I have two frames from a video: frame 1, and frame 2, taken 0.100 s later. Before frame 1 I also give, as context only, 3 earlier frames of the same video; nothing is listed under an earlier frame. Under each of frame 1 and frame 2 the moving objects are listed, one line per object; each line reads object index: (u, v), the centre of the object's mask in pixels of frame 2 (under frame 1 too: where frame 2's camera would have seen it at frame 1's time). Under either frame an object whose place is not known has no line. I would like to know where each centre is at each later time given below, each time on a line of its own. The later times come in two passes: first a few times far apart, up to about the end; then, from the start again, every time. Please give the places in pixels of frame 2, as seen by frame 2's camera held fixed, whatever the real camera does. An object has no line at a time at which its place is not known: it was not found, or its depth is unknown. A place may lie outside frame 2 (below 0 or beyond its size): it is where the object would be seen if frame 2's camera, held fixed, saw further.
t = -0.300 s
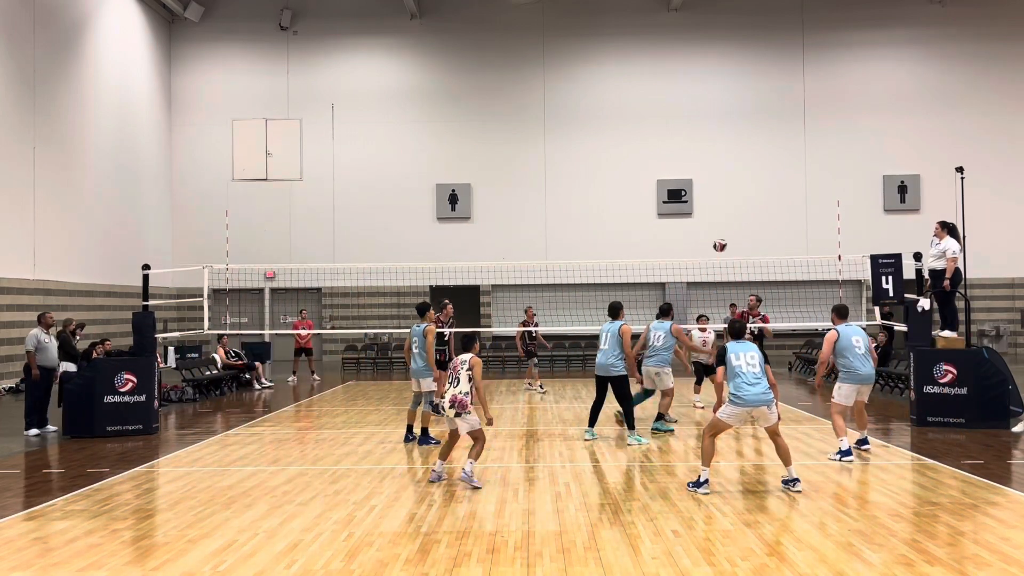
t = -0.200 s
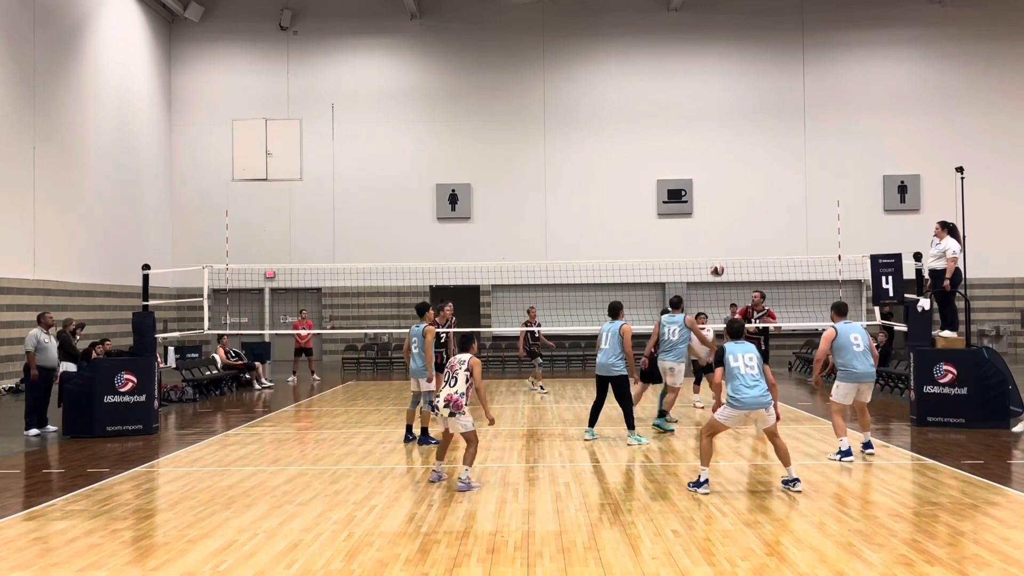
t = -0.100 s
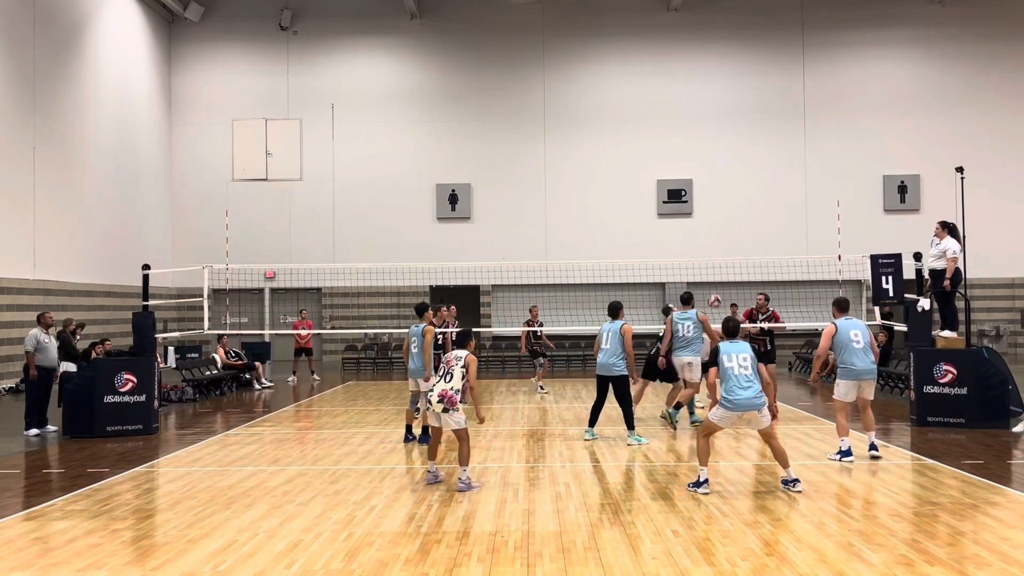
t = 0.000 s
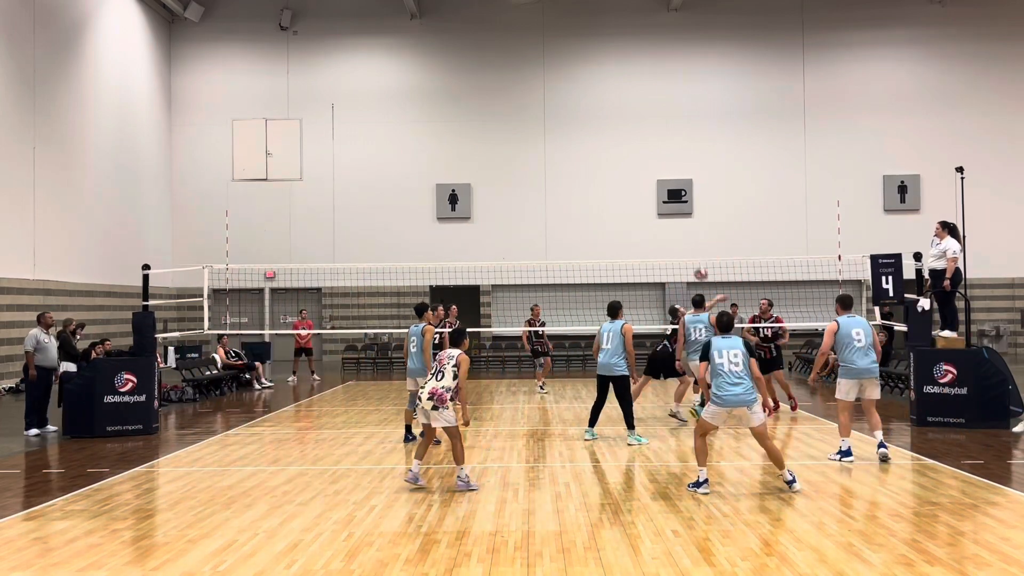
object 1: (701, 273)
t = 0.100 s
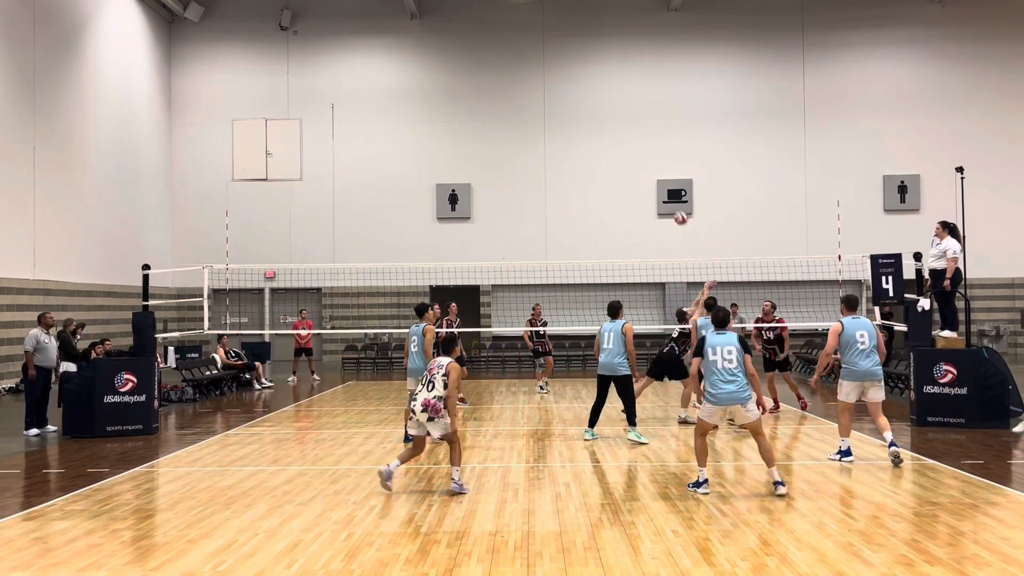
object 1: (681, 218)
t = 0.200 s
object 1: (661, 169)
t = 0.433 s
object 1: (616, 83)
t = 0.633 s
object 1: (576, 36)
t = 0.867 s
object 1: (531, 17)
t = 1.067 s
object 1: (493, 27)
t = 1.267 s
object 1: (457, 65)
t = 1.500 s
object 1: (416, 140)
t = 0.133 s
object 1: (675, 201)
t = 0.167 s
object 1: (668, 185)
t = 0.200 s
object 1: (661, 169)
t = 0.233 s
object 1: (655, 155)
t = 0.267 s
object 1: (648, 141)
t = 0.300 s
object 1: (642, 128)
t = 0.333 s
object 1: (635, 115)
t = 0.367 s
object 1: (628, 104)
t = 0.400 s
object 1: (622, 93)
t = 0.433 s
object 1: (616, 83)
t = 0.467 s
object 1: (609, 73)
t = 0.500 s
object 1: (603, 64)
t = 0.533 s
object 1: (596, 56)
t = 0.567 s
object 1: (589, 48)
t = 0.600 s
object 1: (583, 42)
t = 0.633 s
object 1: (576, 36)
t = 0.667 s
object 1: (570, 32)
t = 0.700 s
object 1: (564, 27)
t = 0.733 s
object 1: (557, 24)
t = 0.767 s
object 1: (551, 21)
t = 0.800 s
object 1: (544, 18)
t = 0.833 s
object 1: (538, 17)
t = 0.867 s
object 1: (531, 17)
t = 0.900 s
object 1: (525, 18)
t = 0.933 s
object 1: (519, 18)
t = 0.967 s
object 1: (513, 19)
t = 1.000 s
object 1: (506, 21)
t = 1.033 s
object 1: (500, 24)
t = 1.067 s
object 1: (493, 27)
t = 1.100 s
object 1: (487, 32)
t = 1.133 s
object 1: (481, 37)
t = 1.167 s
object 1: (475, 43)
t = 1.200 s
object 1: (469, 50)
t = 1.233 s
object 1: (463, 57)
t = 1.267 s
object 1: (457, 65)
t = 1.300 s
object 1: (451, 74)
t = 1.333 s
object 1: (445, 83)
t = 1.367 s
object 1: (439, 94)
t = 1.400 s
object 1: (433, 104)
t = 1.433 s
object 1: (427, 116)
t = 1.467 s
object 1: (422, 128)
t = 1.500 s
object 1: (416, 140)
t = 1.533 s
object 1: (410, 154)
